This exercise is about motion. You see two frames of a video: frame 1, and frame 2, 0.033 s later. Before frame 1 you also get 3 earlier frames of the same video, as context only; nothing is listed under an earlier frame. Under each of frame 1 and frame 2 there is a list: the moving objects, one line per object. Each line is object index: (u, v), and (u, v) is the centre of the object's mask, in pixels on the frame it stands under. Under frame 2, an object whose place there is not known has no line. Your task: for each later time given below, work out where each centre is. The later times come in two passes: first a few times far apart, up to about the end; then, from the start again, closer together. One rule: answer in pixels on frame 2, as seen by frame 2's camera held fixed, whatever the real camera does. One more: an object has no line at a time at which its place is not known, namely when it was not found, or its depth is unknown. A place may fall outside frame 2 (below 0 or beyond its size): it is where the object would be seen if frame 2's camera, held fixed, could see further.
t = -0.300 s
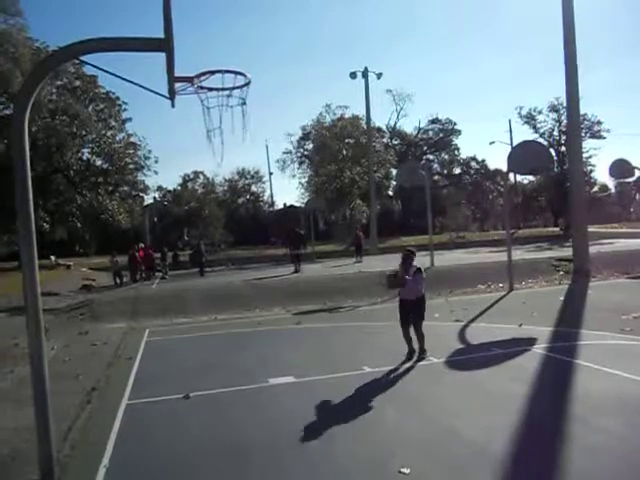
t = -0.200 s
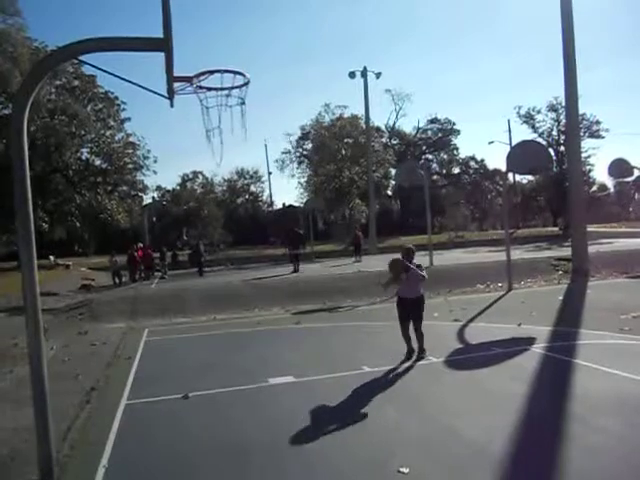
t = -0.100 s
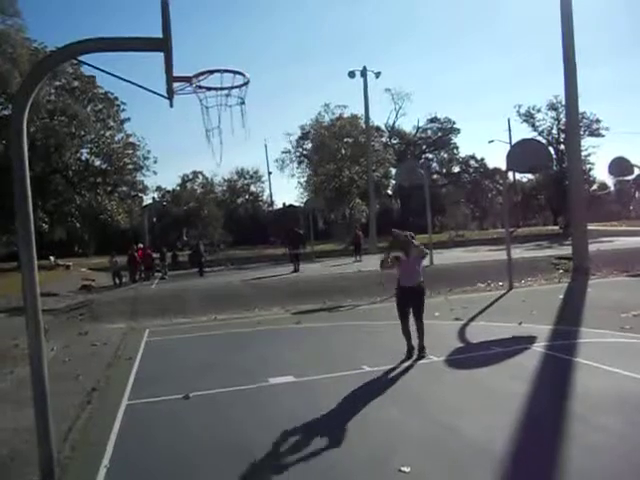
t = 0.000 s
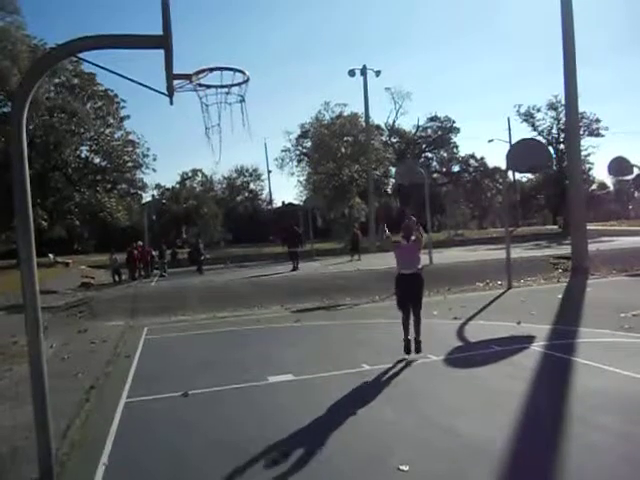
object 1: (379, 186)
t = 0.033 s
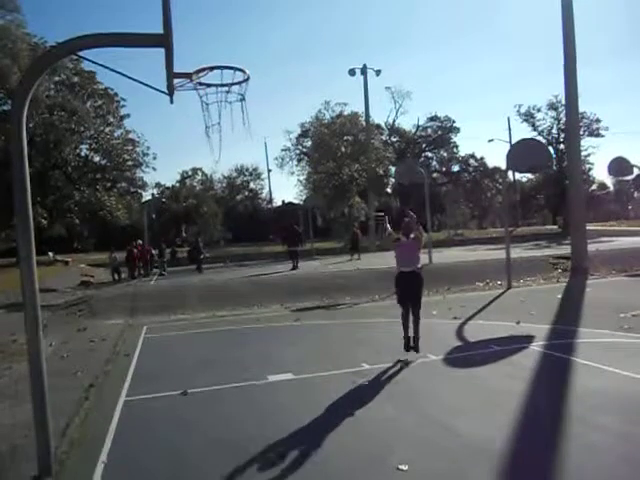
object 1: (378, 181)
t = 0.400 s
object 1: (314, 63)
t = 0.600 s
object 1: (275, 40)
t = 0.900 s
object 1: (205, 85)
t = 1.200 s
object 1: (223, 124)
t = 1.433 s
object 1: (248, 218)
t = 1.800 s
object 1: (286, 395)
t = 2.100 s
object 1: (304, 262)
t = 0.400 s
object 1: (314, 63)
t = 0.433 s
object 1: (308, 57)
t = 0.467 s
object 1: (302, 51)
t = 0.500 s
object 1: (295, 47)
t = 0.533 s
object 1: (288, 44)
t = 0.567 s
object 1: (282, 42)
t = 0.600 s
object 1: (275, 40)
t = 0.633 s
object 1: (268, 41)
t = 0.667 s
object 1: (261, 41)
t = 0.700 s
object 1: (253, 44)
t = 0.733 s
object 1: (246, 47)
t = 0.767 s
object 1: (238, 52)
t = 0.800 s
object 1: (230, 59)
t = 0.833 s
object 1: (223, 66)
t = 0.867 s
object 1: (215, 75)
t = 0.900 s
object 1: (205, 85)
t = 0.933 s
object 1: (204, 89)
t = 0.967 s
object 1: (206, 91)
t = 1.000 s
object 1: (208, 93)
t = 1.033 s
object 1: (210, 96)
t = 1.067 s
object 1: (213, 99)
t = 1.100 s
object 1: (215, 104)
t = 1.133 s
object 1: (218, 110)
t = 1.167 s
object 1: (220, 117)
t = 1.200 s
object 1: (223, 124)
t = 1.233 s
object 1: (227, 134)
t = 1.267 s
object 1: (230, 144)
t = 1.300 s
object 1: (234, 156)
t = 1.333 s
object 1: (237, 170)
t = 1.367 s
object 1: (241, 187)
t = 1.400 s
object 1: (245, 201)
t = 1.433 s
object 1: (248, 218)
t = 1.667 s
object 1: (273, 377)
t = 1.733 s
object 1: (281, 431)
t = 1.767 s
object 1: (284, 417)
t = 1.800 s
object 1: (286, 395)
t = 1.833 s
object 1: (287, 375)
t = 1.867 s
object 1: (289, 357)
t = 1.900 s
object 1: (291, 339)
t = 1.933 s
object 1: (293, 322)
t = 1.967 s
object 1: (295, 308)
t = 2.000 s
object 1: (297, 294)
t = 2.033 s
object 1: (300, 282)
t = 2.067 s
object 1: (301, 271)
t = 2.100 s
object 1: (304, 262)
